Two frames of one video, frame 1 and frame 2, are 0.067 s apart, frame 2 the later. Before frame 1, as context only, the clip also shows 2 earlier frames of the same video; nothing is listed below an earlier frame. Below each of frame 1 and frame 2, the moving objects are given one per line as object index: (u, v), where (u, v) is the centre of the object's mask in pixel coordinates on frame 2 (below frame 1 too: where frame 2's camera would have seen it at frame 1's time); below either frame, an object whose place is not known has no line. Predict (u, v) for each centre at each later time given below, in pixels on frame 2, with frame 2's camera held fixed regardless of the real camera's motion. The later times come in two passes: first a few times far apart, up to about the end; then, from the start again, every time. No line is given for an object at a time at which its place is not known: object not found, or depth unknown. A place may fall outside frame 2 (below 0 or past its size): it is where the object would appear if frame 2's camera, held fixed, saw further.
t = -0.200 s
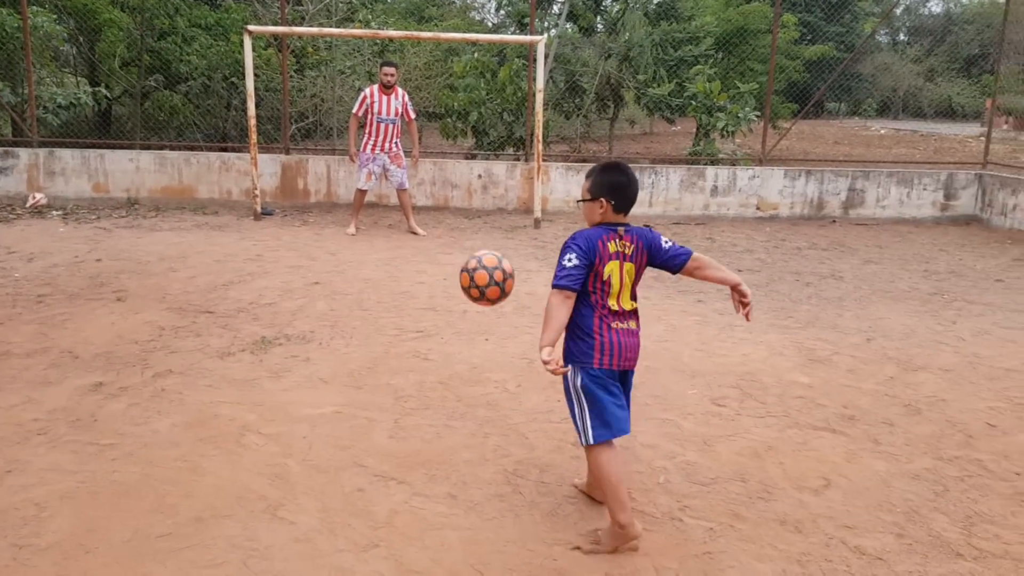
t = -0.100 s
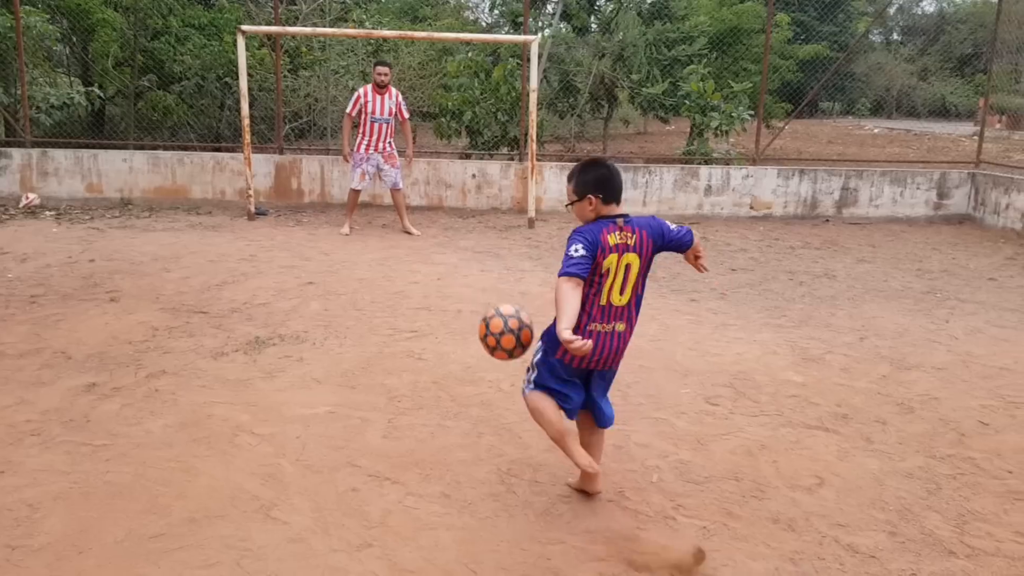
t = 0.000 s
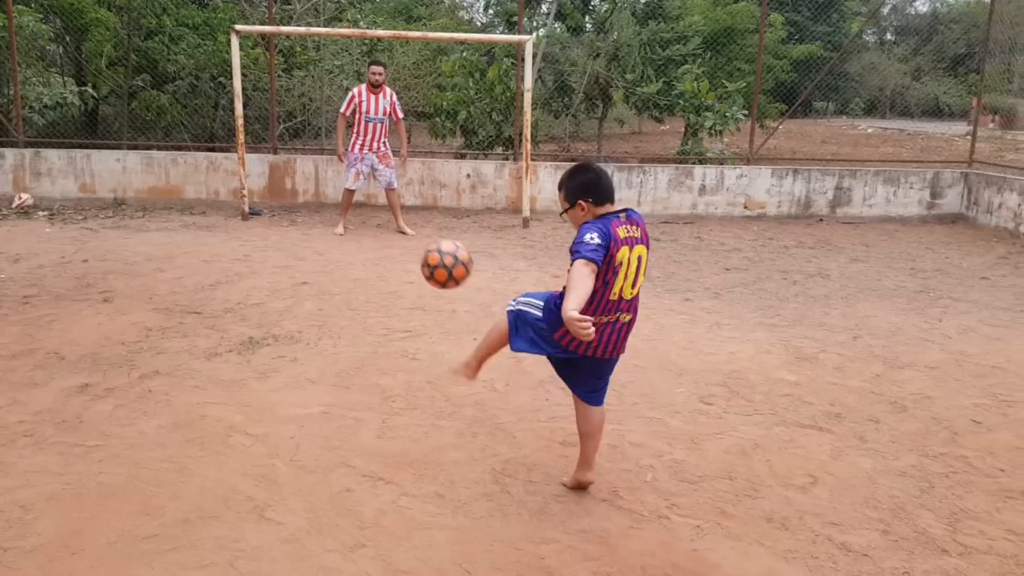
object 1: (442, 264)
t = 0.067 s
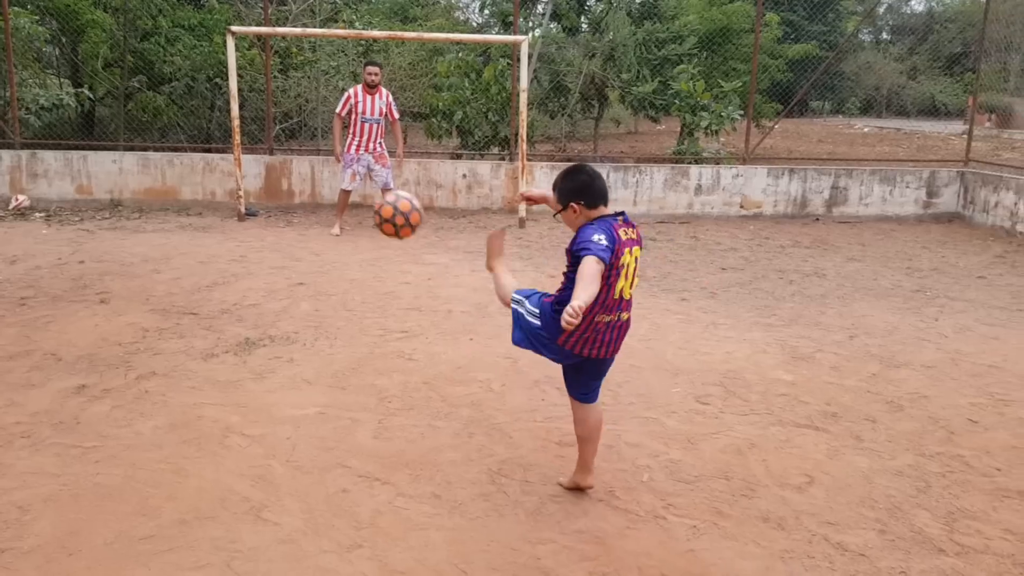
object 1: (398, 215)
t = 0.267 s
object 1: (287, 144)
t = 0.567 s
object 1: (176, 187)
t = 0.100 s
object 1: (376, 195)
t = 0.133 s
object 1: (355, 179)
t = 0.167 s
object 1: (336, 166)
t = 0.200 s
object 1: (319, 156)
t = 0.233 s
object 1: (303, 149)
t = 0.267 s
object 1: (287, 144)
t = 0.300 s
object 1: (273, 141)
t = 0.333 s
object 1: (258, 141)
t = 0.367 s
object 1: (244, 142)
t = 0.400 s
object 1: (231, 146)
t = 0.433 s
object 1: (218, 152)
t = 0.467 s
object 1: (207, 158)
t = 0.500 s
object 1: (196, 167)
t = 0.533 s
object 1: (186, 176)
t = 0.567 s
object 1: (176, 187)
